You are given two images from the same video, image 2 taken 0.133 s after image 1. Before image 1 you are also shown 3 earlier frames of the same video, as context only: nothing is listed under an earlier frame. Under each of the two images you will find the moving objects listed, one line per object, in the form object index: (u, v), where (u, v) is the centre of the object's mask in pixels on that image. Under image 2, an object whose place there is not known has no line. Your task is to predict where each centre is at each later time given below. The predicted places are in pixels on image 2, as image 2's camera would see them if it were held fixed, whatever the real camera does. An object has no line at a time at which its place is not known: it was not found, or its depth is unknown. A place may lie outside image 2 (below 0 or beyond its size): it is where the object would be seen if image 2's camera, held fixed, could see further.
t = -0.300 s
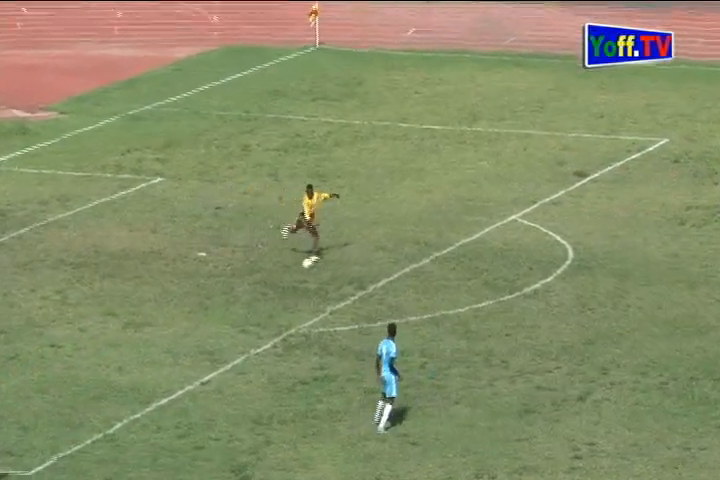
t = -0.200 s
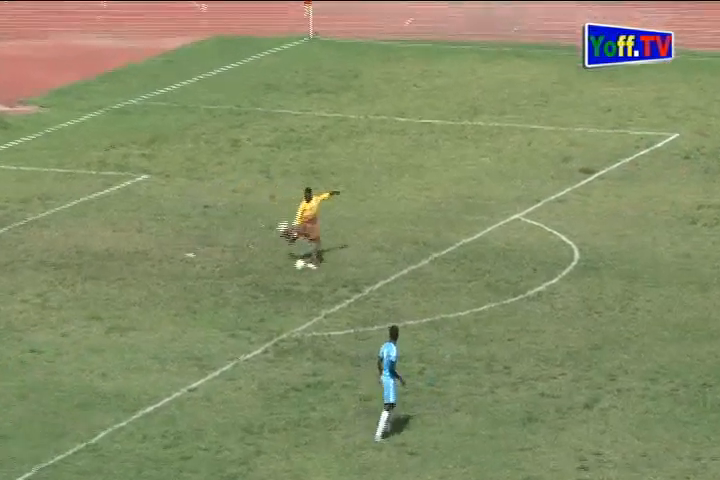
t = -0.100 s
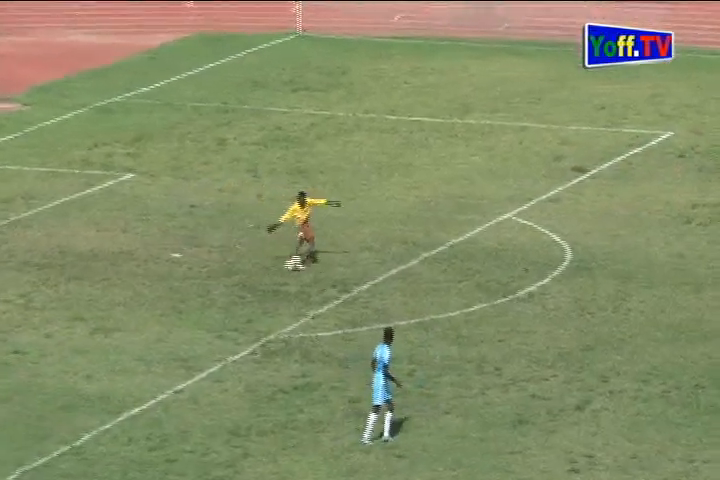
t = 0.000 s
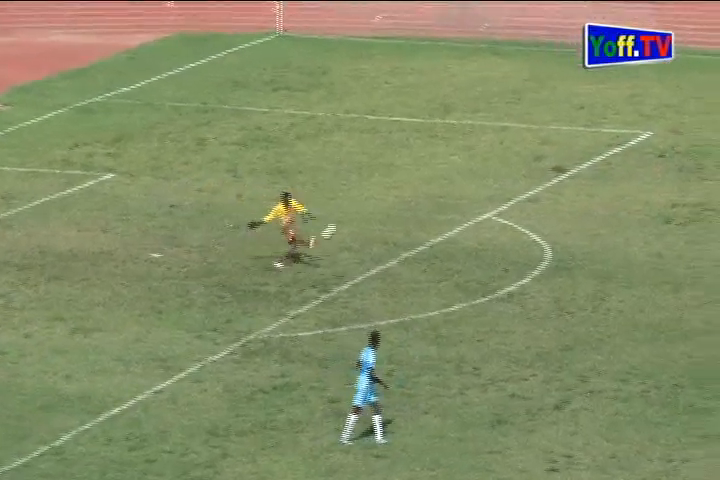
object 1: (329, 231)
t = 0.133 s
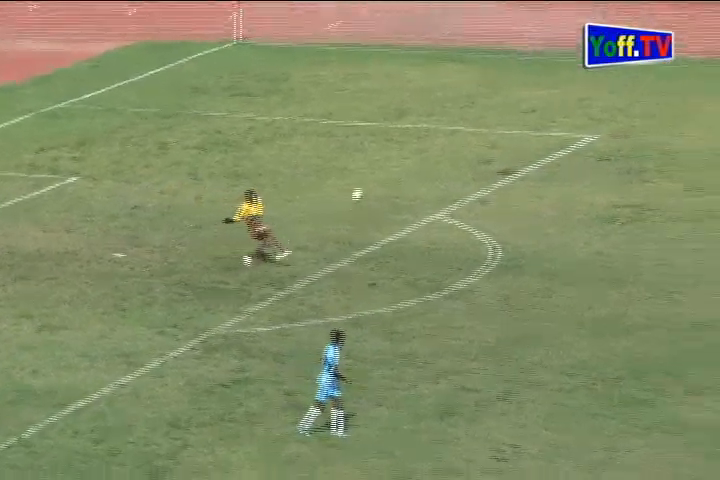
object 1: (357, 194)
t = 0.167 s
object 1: (373, 184)
